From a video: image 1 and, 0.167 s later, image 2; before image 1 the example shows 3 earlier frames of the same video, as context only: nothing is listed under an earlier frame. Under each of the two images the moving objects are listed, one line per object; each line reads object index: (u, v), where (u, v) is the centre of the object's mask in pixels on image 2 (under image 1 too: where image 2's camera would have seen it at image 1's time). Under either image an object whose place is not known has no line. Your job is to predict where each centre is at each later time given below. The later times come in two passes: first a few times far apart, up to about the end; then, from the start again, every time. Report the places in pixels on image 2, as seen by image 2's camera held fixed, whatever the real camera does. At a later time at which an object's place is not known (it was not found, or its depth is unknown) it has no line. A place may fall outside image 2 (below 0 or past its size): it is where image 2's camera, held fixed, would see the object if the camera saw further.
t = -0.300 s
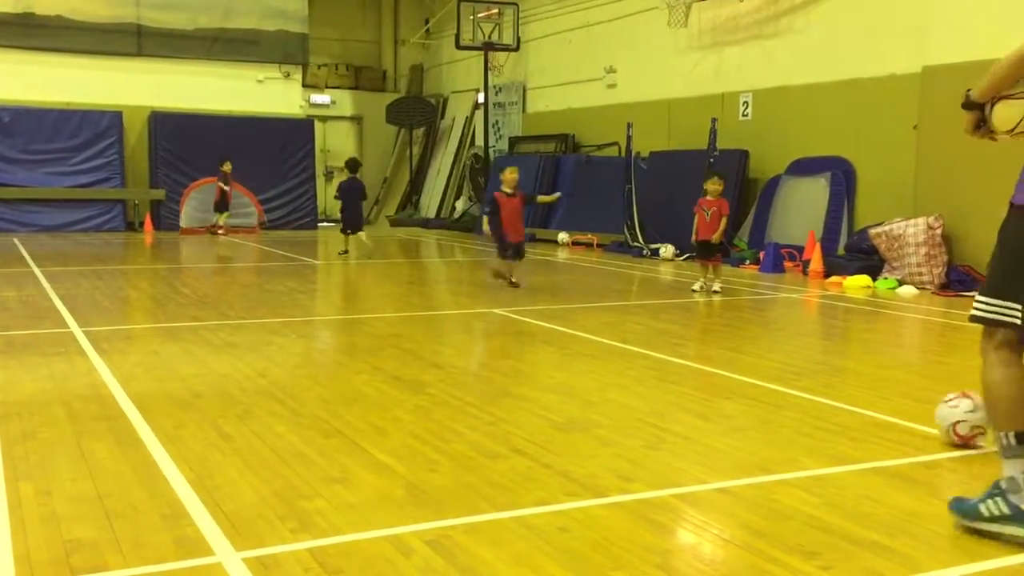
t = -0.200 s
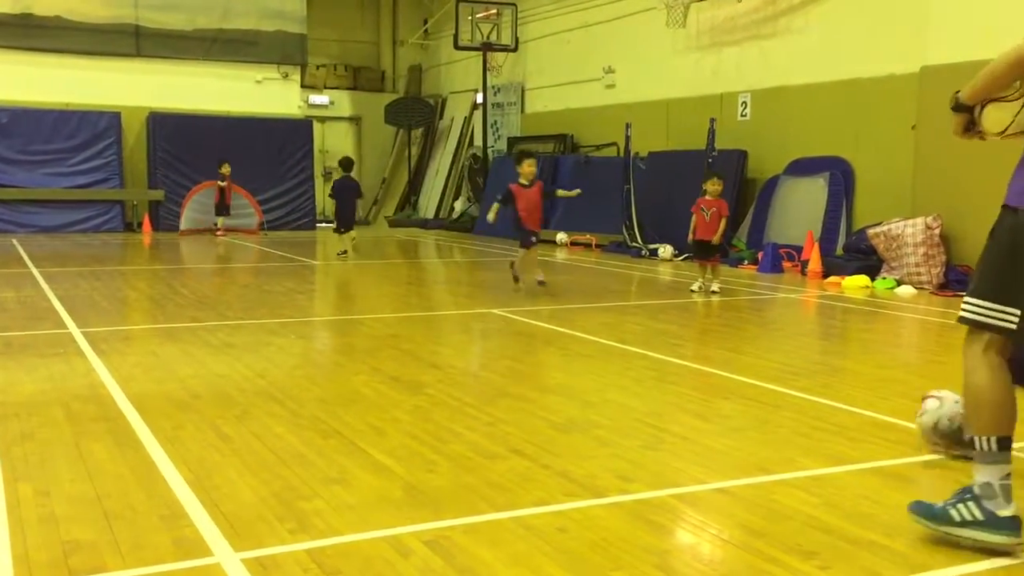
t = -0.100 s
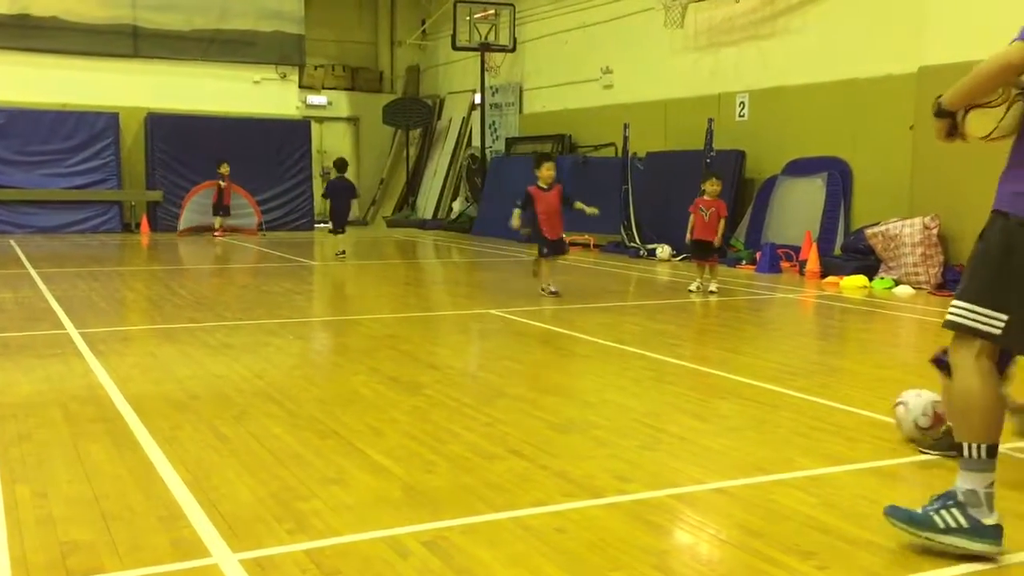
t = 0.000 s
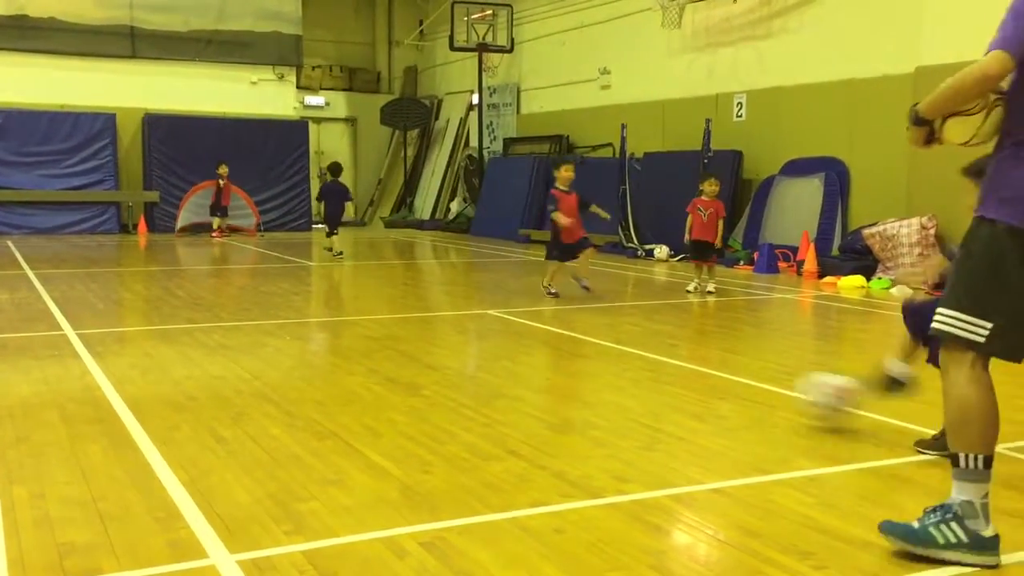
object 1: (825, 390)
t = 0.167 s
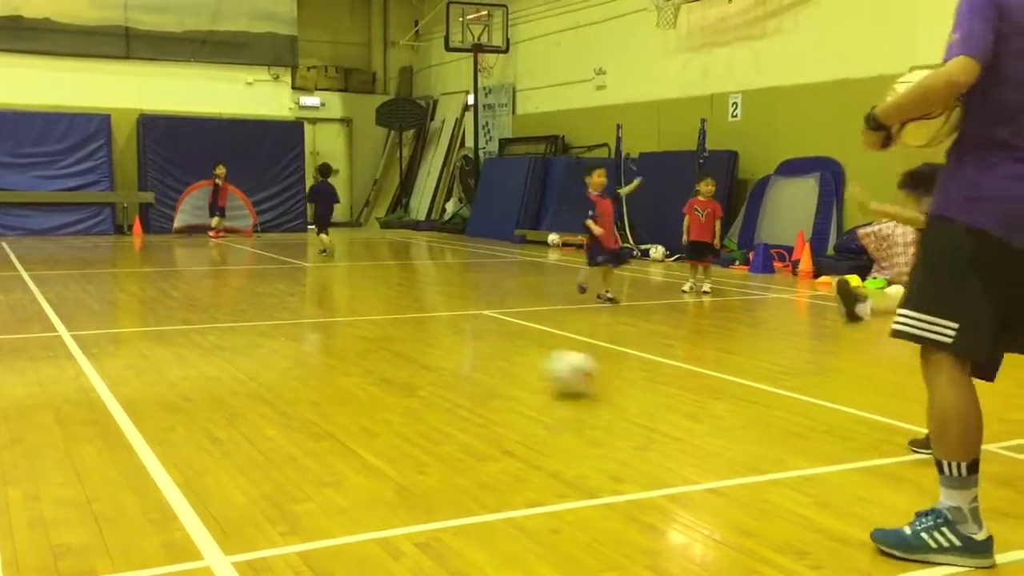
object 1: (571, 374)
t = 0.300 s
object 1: (420, 356)
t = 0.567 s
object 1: (217, 333)
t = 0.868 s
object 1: (56, 315)
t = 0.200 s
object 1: (528, 367)
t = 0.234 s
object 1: (491, 363)
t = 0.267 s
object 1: (455, 360)
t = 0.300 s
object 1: (420, 356)
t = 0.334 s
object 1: (390, 353)
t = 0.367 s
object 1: (360, 348)
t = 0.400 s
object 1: (333, 345)
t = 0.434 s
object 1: (307, 344)
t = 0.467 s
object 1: (283, 340)
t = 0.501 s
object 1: (259, 338)
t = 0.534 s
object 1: (235, 336)
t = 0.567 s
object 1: (217, 333)
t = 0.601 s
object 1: (195, 329)
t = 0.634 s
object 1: (176, 328)
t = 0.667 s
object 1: (158, 328)
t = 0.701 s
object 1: (138, 324)
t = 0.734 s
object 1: (121, 323)
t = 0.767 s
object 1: (105, 321)
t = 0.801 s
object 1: (90, 320)
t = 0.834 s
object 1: (71, 318)
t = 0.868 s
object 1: (56, 315)
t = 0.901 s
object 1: (40, 314)
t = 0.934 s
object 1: (26, 314)
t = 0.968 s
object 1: (19, 312)
